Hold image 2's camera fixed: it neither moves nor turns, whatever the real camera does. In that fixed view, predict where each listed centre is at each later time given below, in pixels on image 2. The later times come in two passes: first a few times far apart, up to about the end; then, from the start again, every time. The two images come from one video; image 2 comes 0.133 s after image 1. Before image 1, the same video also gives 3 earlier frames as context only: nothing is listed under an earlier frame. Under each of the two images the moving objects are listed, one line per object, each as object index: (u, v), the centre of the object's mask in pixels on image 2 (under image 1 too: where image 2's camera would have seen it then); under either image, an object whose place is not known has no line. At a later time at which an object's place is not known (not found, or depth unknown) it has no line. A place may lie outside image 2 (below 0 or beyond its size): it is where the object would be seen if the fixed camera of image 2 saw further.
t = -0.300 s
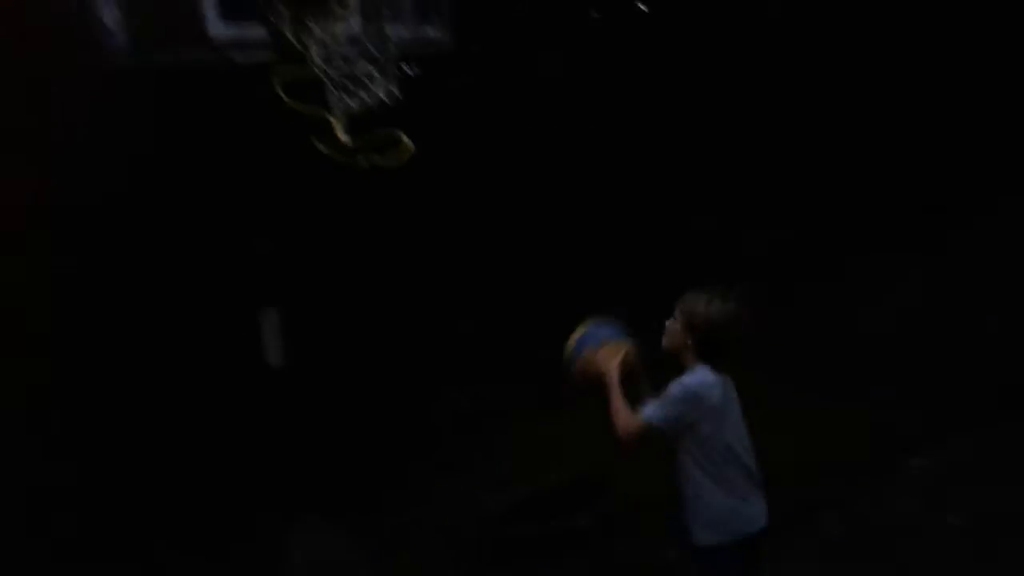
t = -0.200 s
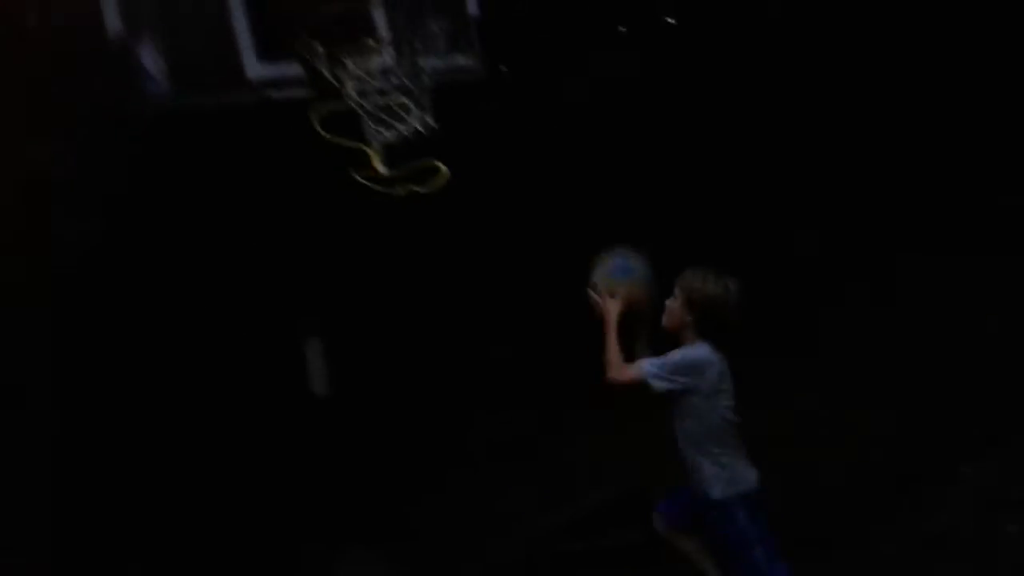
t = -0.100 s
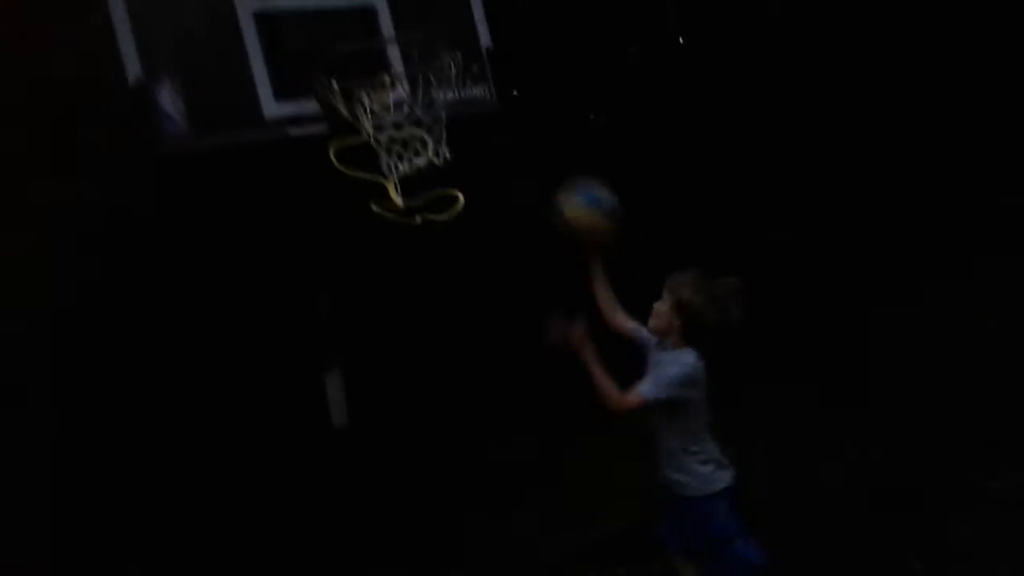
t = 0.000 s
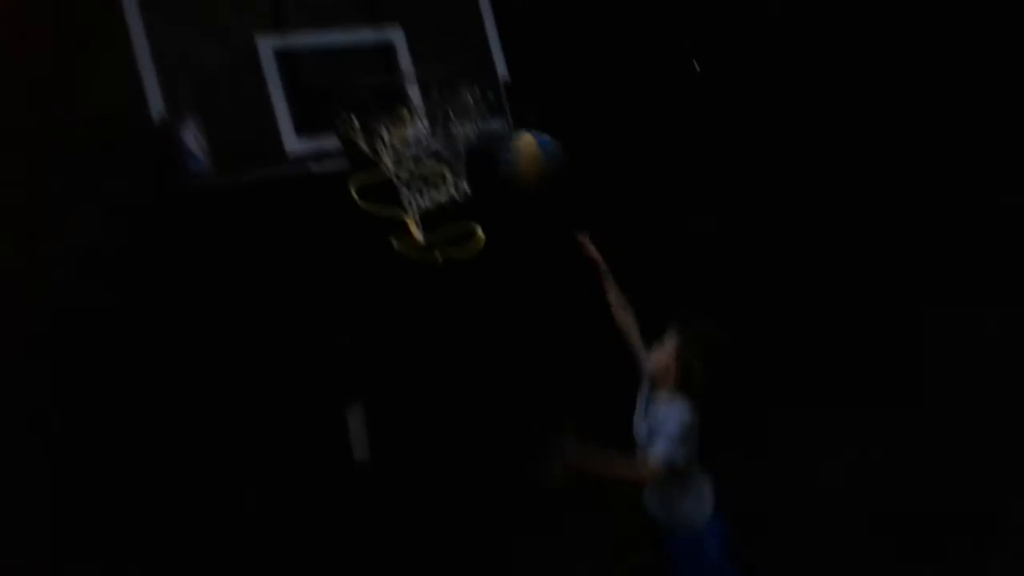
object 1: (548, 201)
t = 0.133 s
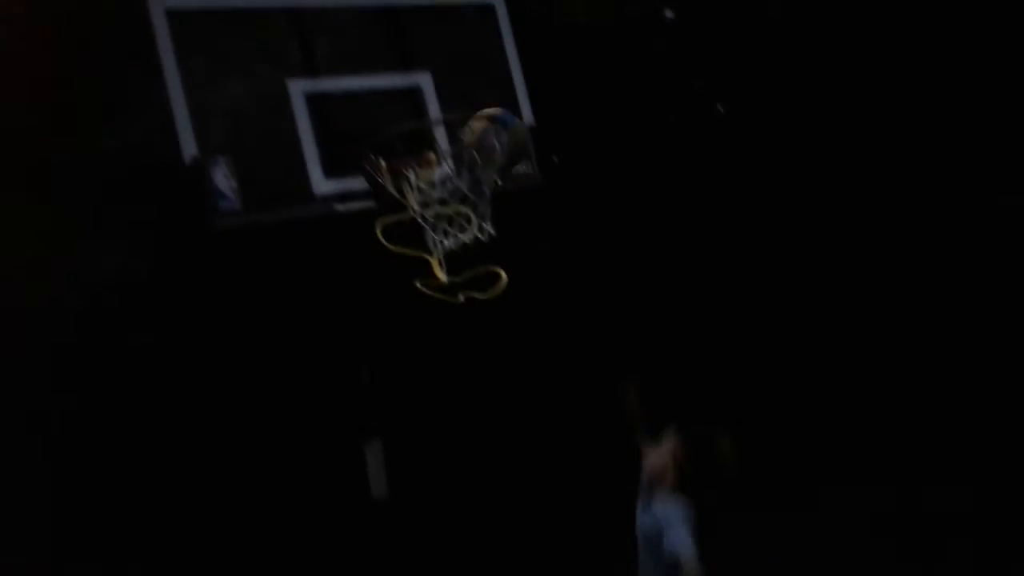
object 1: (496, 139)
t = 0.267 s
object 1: (488, 112)
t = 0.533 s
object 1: (561, 173)
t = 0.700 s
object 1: (640, 306)
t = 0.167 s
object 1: (488, 121)
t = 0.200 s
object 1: (486, 116)
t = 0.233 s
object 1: (488, 114)
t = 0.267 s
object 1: (488, 112)
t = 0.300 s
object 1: (489, 112)
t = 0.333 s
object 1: (497, 111)
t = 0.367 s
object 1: (506, 115)
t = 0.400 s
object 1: (517, 122)
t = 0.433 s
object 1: (527, 136)
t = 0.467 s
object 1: (535, 146)
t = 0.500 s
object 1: (544, 156)
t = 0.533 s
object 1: (561, 173)
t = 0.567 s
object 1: (574, 195)
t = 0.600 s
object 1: (587, 218)
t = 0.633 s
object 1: (602, 244)
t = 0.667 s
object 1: (621, 273)
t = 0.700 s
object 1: (640, 306)
